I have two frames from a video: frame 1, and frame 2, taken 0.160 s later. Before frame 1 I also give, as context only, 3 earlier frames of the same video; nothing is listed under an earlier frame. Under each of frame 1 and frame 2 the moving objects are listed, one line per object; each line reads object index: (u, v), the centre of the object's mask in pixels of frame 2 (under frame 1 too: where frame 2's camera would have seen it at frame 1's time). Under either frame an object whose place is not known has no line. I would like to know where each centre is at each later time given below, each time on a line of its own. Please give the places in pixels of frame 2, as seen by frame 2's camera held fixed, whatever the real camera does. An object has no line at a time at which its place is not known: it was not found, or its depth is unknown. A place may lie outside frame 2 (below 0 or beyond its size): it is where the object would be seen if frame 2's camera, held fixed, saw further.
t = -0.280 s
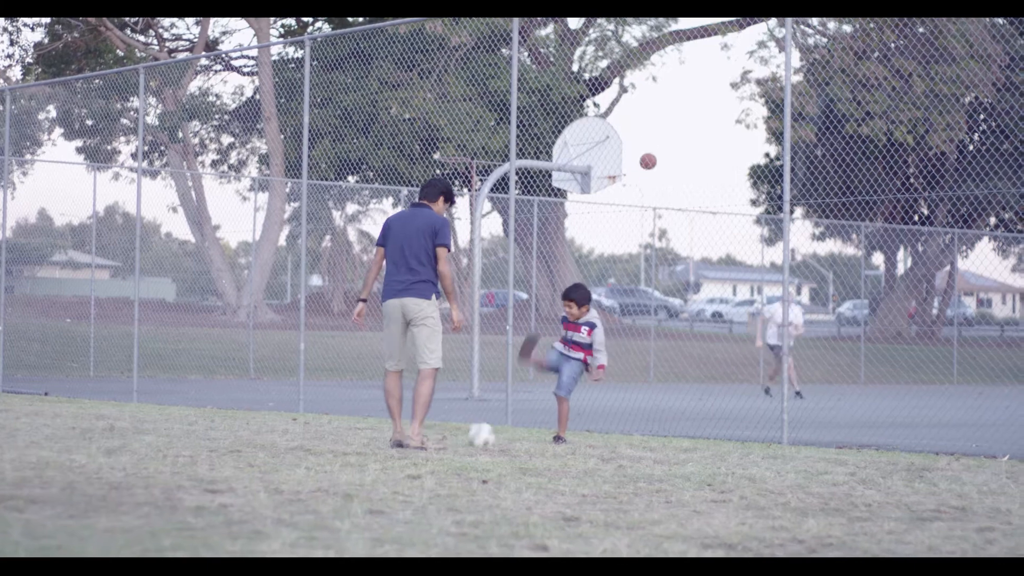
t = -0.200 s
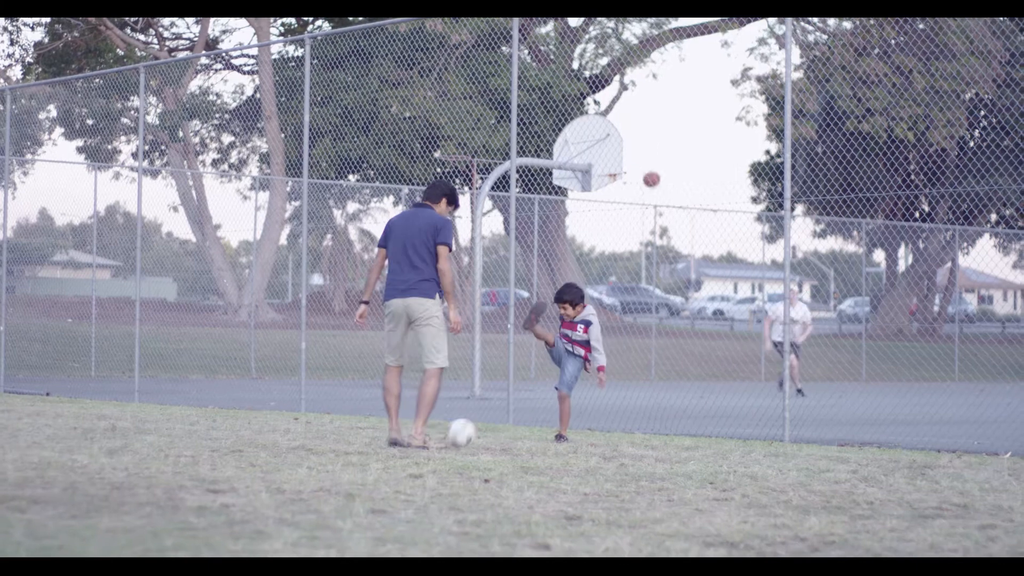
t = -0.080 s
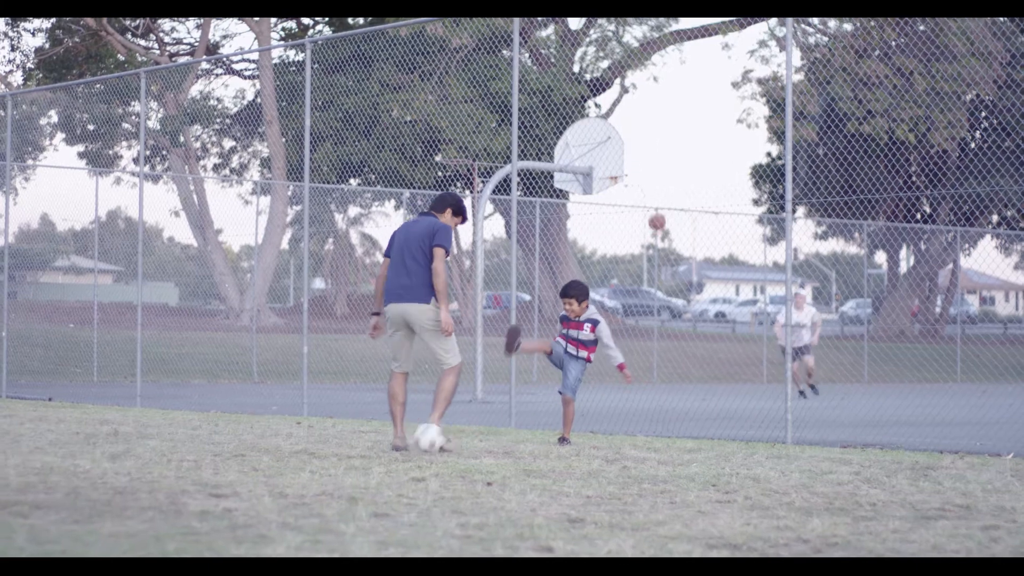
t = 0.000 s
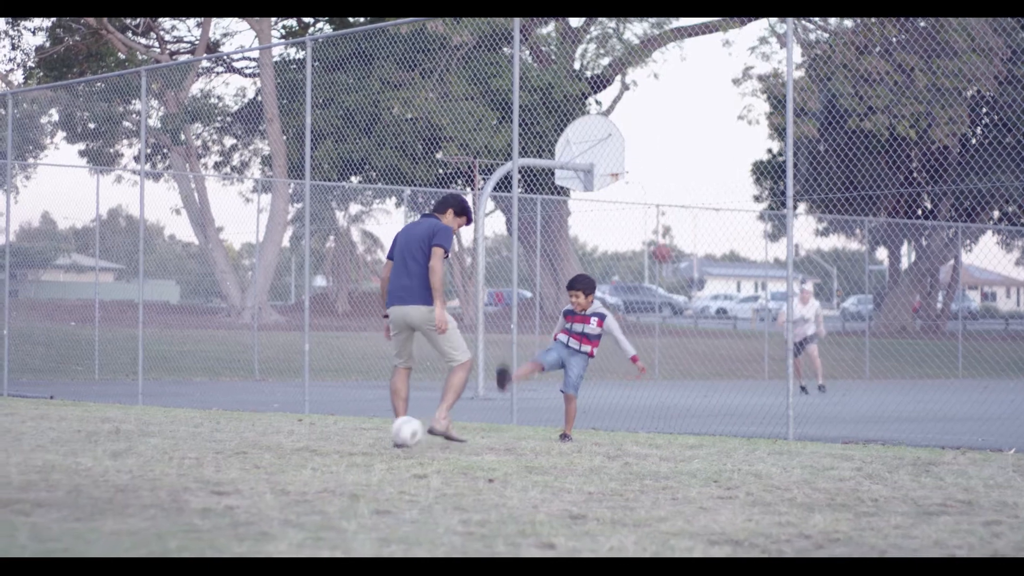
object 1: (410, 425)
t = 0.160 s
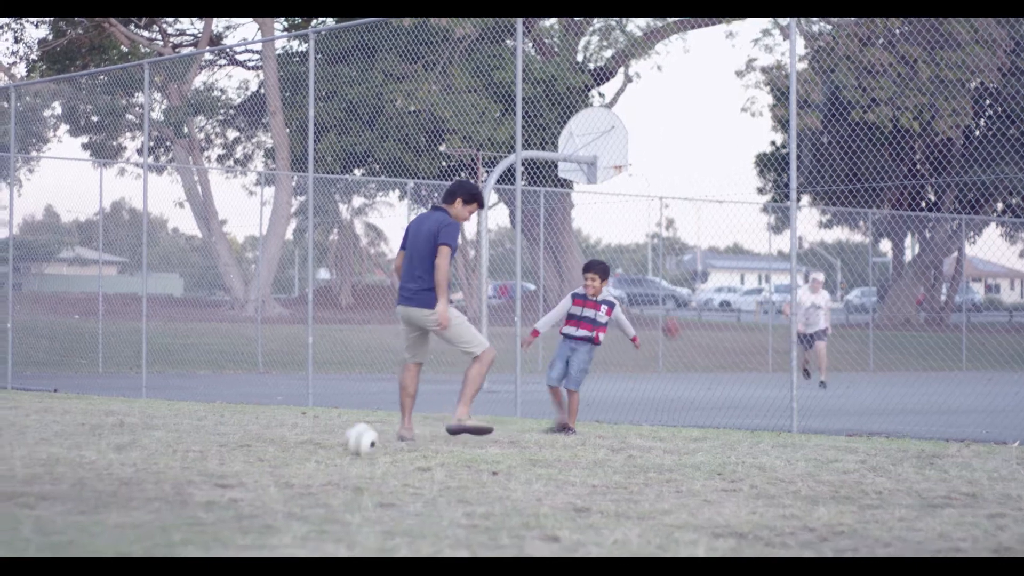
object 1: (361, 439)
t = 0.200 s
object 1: (348, 439)
